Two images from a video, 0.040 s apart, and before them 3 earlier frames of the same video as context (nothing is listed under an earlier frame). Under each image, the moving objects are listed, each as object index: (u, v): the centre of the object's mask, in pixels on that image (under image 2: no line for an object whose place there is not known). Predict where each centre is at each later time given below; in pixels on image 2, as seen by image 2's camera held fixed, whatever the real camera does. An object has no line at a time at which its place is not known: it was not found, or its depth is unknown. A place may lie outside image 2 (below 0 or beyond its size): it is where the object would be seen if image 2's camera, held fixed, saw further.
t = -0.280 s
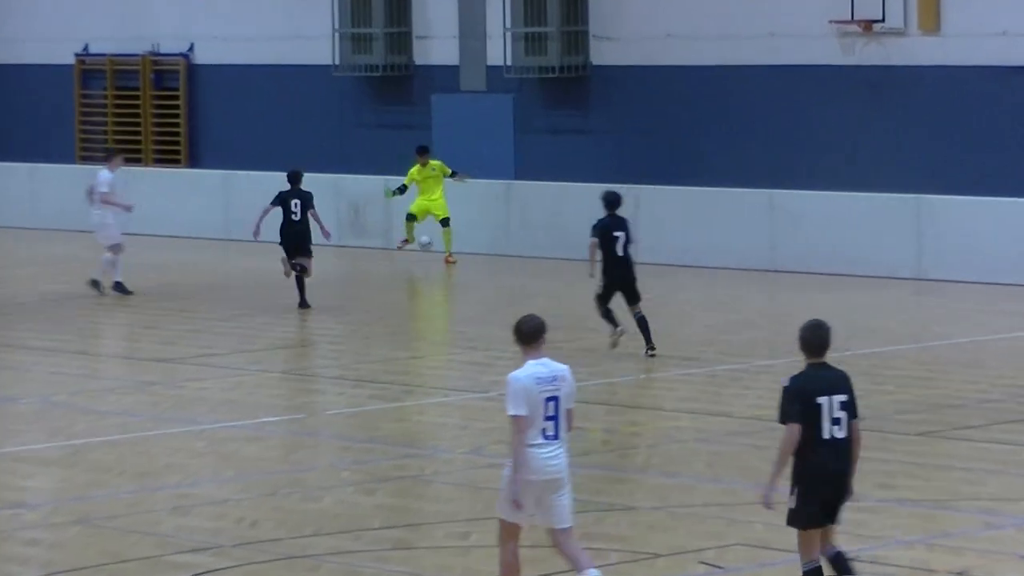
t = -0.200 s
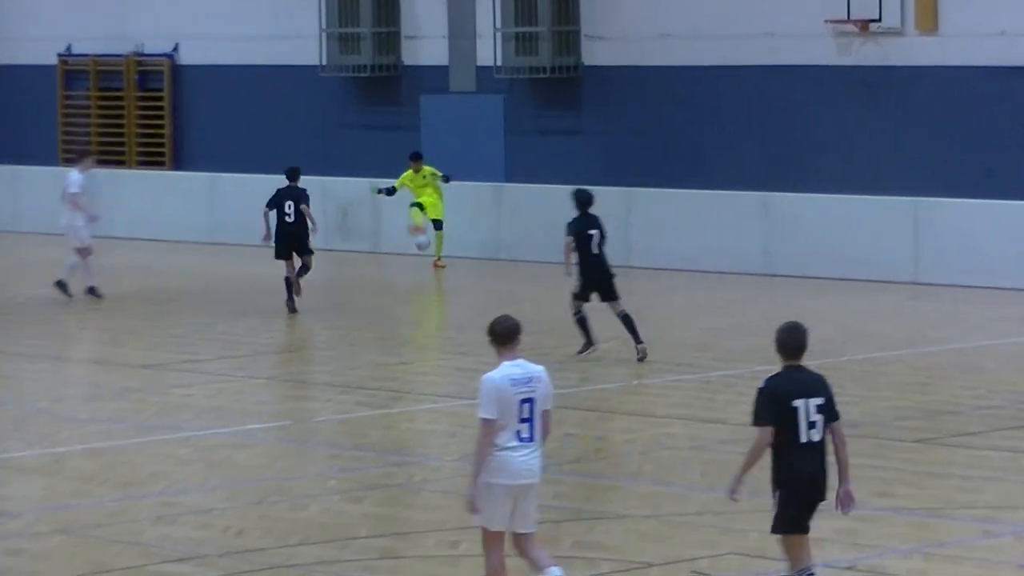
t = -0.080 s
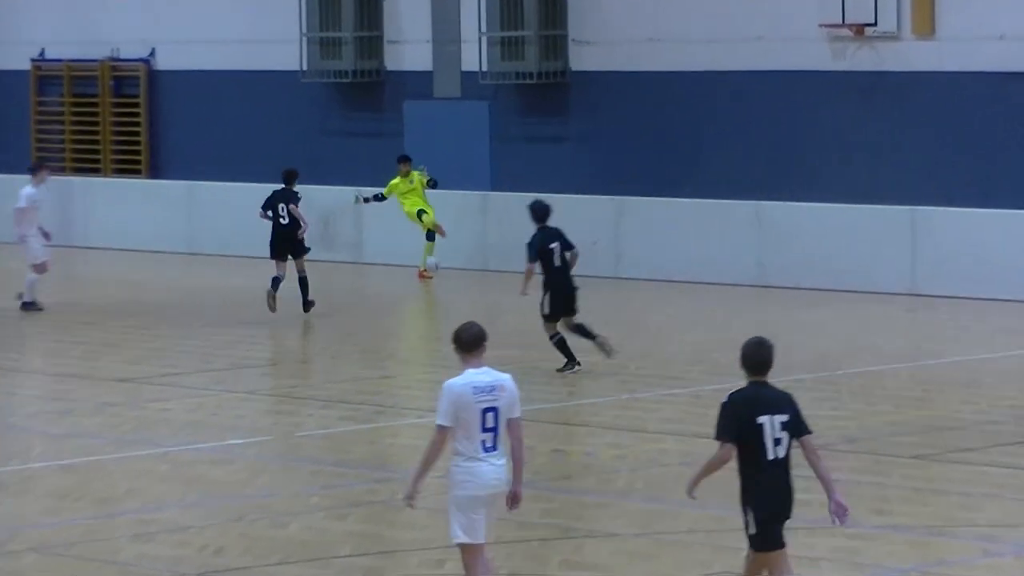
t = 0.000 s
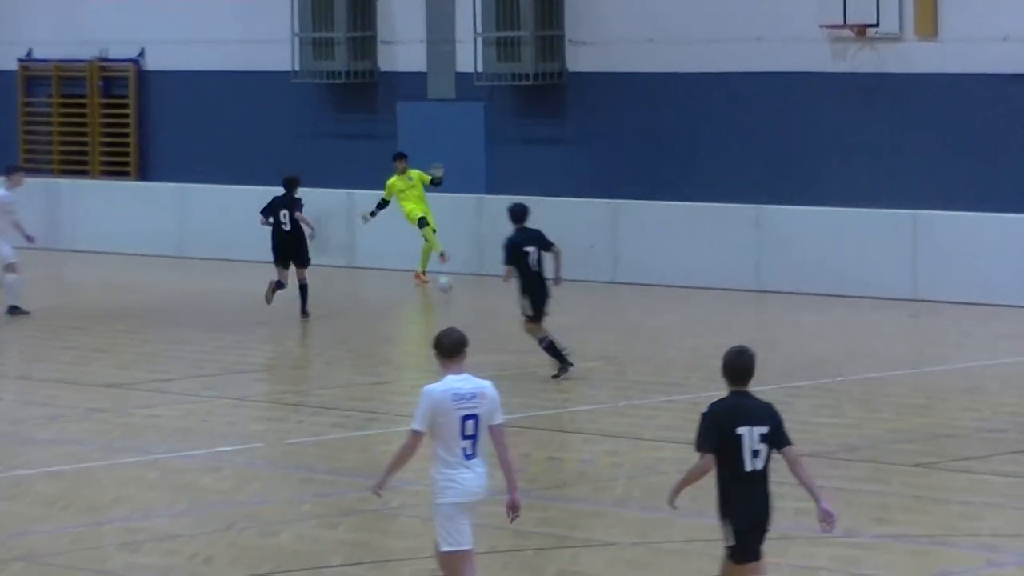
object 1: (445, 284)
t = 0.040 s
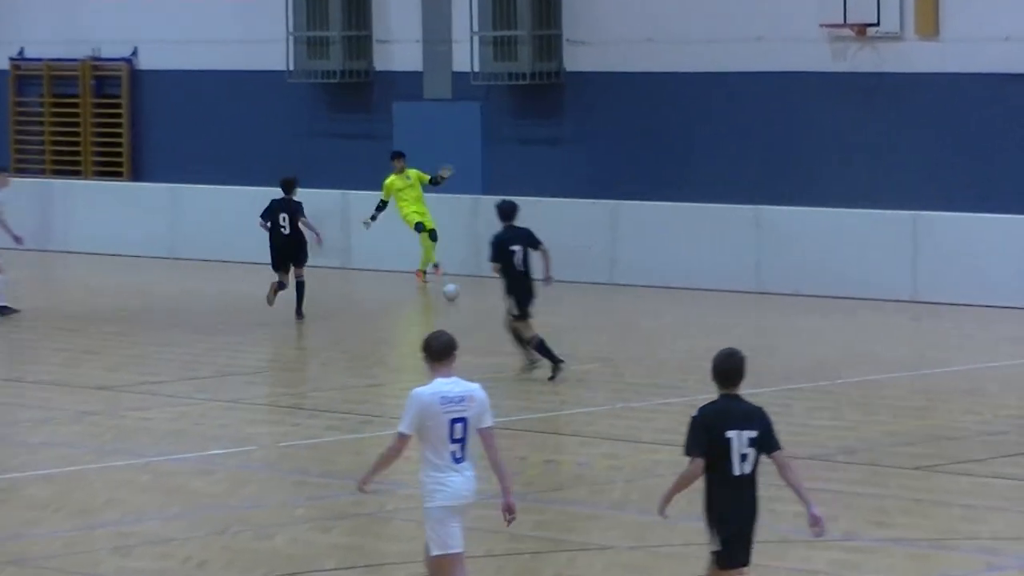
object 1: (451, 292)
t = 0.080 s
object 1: (456, 289)
